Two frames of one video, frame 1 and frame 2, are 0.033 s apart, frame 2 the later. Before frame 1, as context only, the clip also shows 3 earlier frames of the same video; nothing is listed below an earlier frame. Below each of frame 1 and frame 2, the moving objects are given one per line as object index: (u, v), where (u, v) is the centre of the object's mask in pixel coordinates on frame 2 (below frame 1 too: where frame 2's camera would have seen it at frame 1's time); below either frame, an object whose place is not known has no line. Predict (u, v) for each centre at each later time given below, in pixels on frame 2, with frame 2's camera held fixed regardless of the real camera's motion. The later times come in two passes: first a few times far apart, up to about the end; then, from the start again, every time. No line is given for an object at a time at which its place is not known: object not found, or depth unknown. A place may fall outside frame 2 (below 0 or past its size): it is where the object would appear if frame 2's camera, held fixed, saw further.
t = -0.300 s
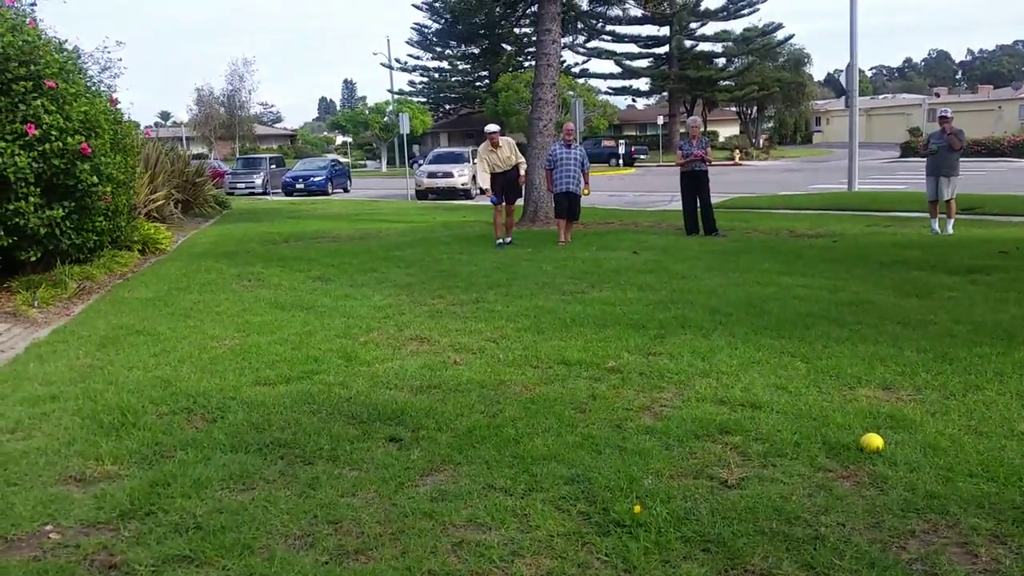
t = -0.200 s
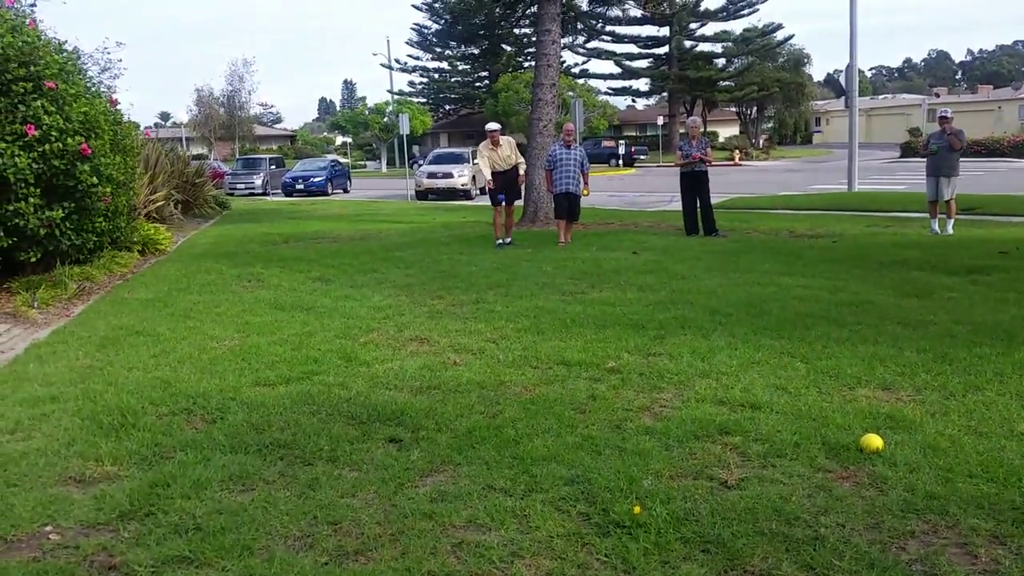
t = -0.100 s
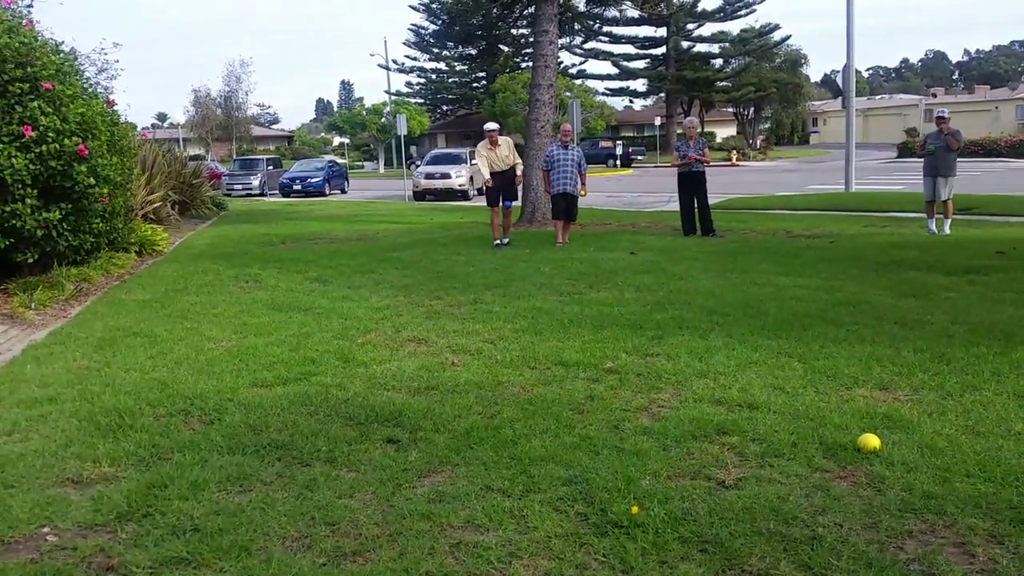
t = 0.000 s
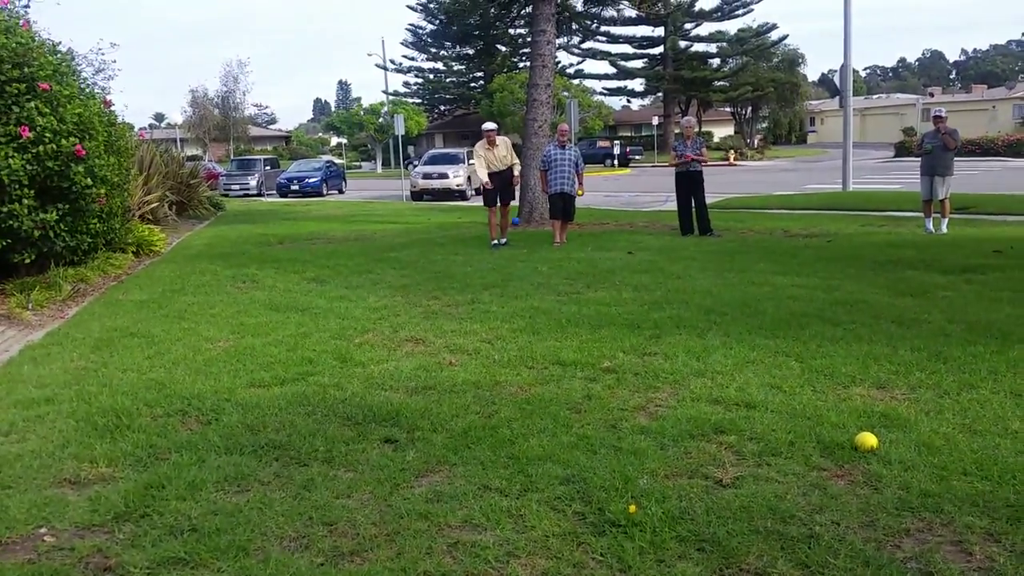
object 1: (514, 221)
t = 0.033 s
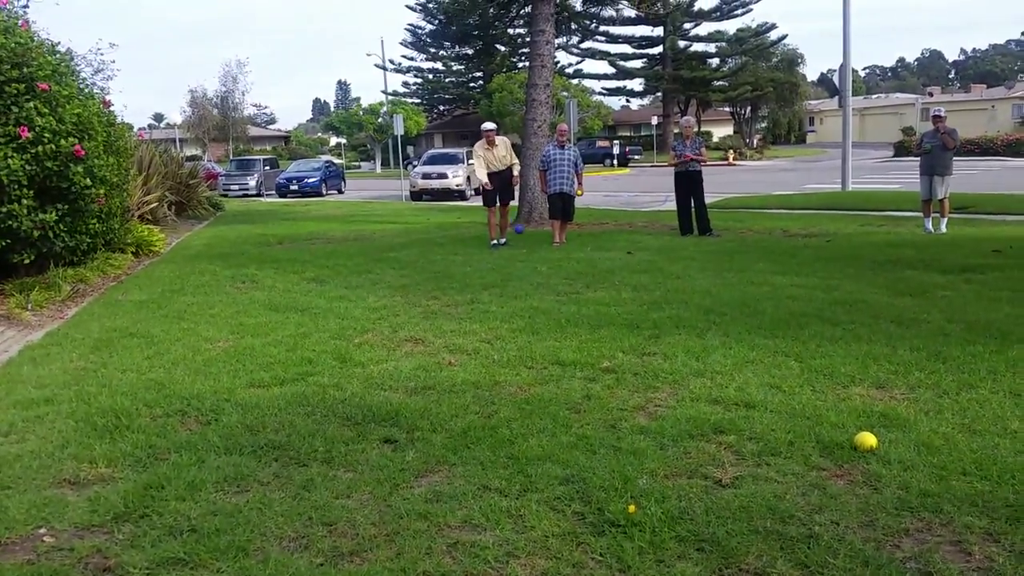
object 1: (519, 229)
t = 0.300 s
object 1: (556, 280)
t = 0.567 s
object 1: (605, 285)
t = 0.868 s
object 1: (680, 334)
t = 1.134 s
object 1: (770, 379)
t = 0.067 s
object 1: (522, 239)
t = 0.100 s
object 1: (527, 251)
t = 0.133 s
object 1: (532, 263)
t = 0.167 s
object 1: (537, 278)
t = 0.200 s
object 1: (542, 294)
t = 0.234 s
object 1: (547, 291)
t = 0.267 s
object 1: (551, 285)
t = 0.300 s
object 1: (556, 280)
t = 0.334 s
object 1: (562, 276)
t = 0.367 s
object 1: (566, 274)
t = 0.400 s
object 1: (572, 272)
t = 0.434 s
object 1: (578, 272)
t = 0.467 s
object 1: (584, 273)
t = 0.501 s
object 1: (591, 276)
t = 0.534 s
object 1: (597, 279)
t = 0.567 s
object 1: (605, 285)
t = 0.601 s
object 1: (611, 292)
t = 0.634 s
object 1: (620, 301)
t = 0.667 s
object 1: (628, 313)
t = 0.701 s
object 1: (636, 326)
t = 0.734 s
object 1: (646, 336)
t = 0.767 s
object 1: (653, 336)
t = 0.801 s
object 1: (661, 334)
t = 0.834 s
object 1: (670, 333)
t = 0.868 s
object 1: (680, 334)
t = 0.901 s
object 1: (689, 336)
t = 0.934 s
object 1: (700, 342)
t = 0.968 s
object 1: (710, 349)
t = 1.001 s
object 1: (722, 358)
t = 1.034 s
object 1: (733, 370)
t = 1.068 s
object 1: (746, 377)
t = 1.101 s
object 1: (758, 378)
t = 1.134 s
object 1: (770, 379)
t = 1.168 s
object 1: (783, 382)
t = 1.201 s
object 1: (797, 388)
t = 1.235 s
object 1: (812, 396)
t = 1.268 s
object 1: (827, 406)
